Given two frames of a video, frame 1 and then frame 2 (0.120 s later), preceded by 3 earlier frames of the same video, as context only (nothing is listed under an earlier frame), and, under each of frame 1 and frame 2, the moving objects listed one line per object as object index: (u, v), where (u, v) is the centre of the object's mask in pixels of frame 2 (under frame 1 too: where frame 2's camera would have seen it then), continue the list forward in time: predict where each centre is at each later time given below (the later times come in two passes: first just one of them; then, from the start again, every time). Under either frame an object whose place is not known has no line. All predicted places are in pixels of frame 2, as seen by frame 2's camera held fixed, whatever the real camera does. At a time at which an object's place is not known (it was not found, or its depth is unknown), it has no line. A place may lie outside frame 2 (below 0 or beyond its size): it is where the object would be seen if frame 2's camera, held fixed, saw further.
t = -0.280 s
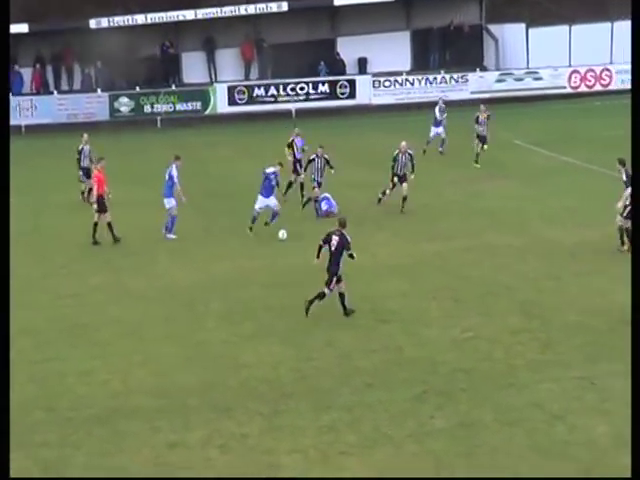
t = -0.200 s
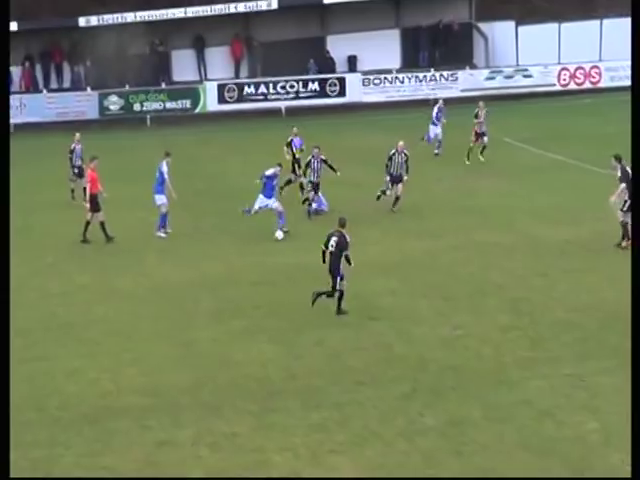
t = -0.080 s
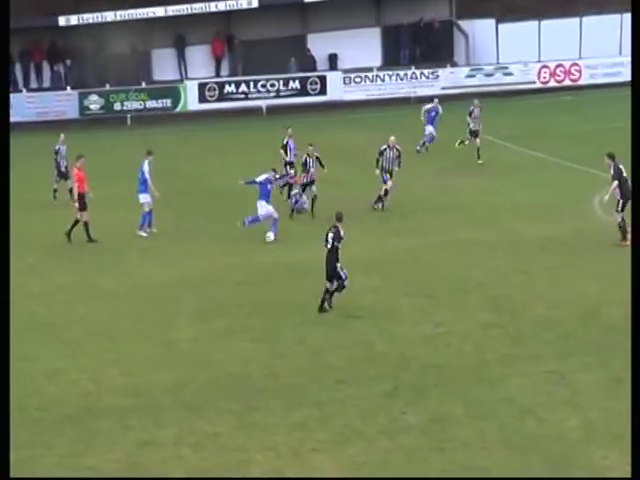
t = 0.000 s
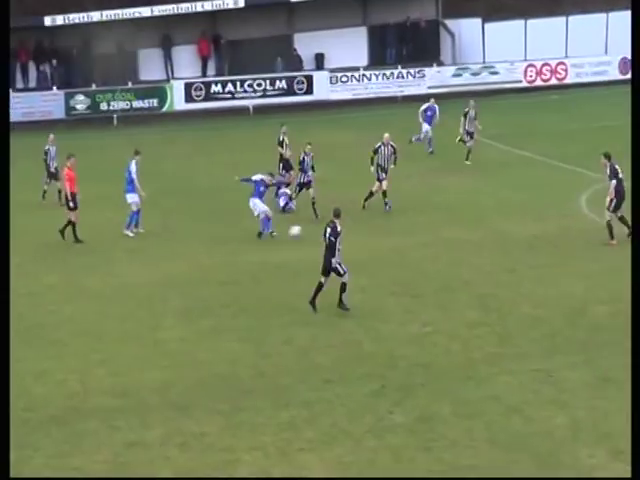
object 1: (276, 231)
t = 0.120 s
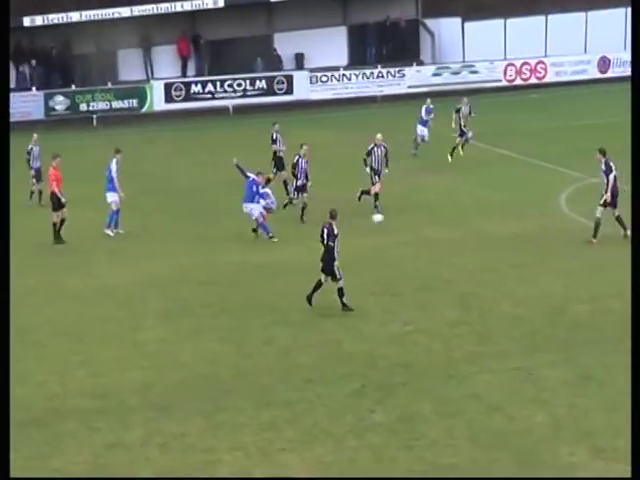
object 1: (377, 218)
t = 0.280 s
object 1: (497, 208)
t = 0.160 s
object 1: (408, 215)
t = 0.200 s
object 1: (440, 214)
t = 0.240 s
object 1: (470, 212)
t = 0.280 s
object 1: (497, 208)
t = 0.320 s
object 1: (523, 203)
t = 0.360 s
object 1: (548, 198)
